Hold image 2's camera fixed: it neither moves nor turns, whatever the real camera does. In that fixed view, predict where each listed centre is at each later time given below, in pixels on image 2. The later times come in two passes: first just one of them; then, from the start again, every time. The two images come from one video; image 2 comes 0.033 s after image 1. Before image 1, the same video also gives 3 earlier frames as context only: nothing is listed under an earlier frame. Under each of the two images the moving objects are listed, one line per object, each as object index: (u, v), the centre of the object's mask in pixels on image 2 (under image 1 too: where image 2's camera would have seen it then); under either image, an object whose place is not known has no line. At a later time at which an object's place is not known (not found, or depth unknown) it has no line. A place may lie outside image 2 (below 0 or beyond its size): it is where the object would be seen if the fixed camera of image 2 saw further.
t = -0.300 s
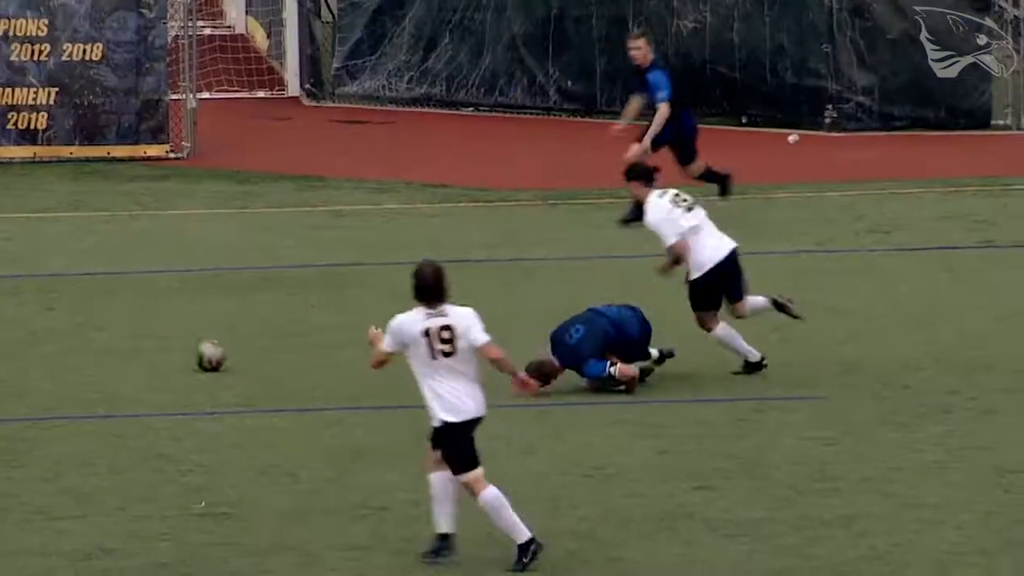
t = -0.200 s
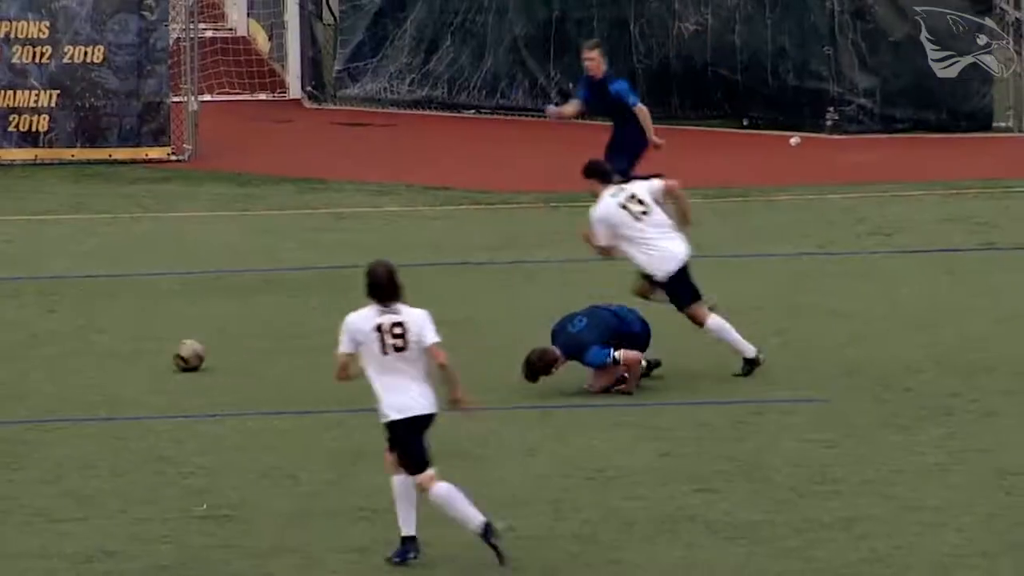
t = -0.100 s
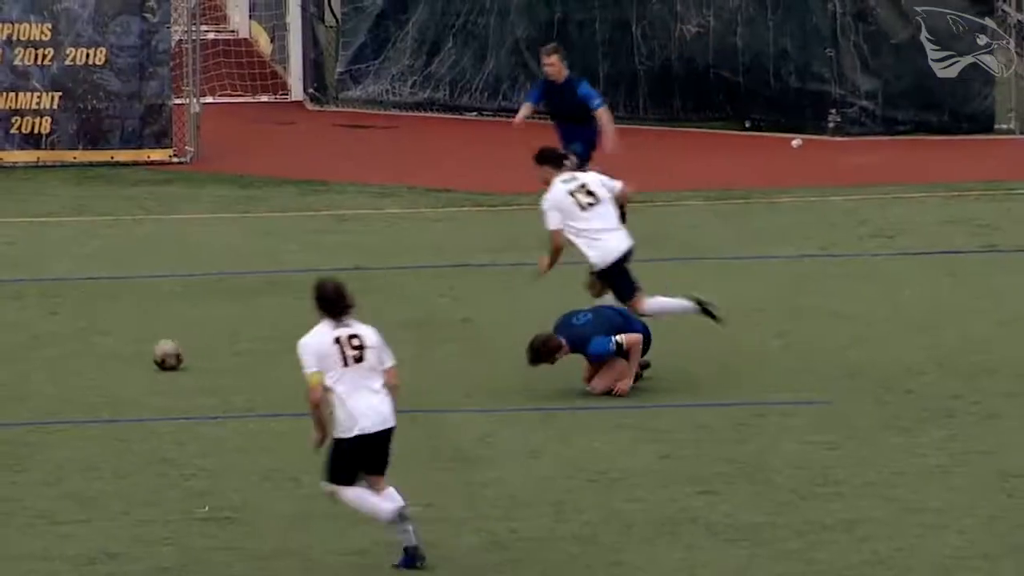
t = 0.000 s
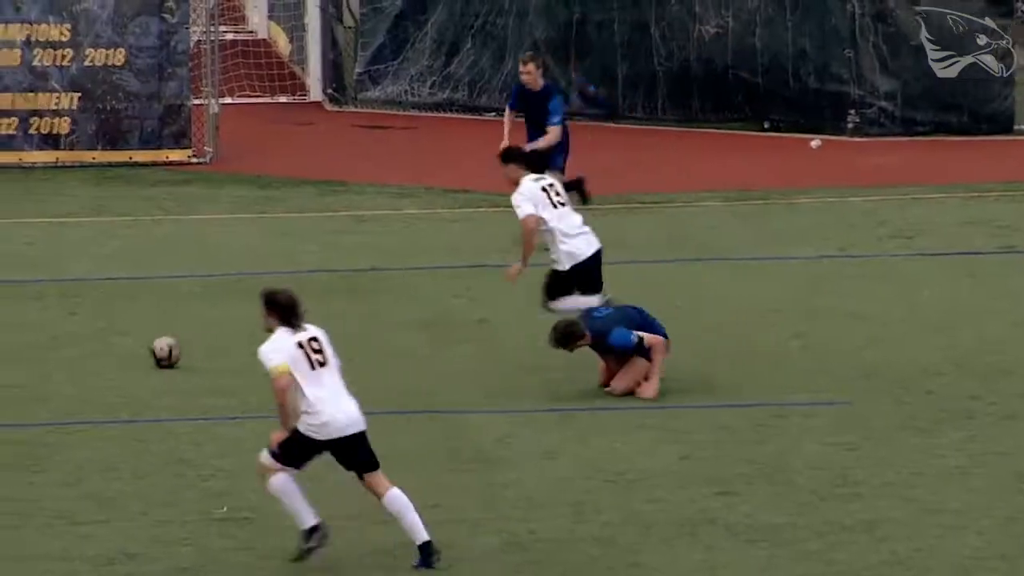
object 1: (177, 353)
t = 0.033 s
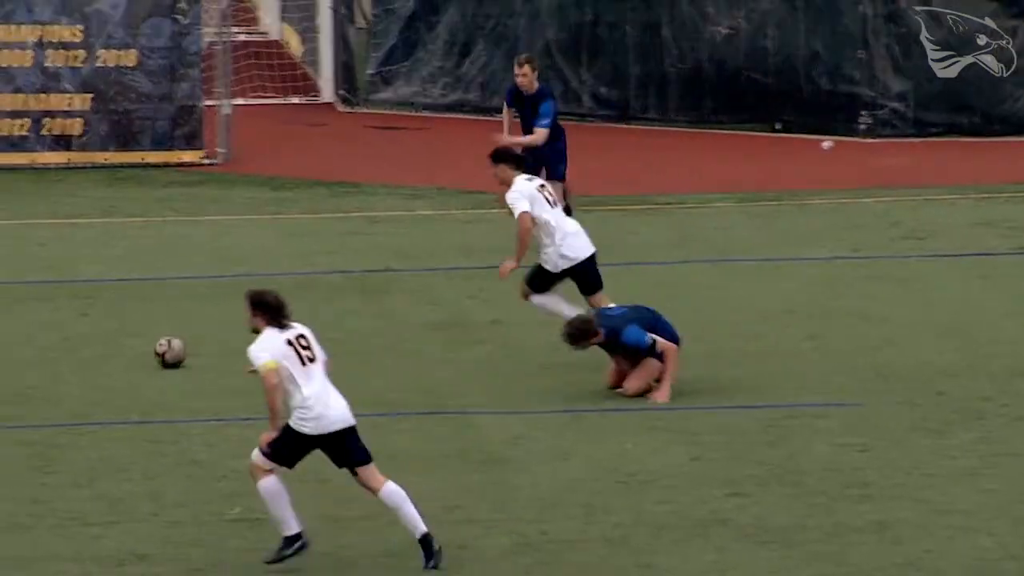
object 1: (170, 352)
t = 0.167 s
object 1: (141, 350)
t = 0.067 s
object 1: (164, 352)
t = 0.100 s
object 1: (156, 351)
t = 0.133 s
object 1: (148, 351)
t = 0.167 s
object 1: (141, 350)
